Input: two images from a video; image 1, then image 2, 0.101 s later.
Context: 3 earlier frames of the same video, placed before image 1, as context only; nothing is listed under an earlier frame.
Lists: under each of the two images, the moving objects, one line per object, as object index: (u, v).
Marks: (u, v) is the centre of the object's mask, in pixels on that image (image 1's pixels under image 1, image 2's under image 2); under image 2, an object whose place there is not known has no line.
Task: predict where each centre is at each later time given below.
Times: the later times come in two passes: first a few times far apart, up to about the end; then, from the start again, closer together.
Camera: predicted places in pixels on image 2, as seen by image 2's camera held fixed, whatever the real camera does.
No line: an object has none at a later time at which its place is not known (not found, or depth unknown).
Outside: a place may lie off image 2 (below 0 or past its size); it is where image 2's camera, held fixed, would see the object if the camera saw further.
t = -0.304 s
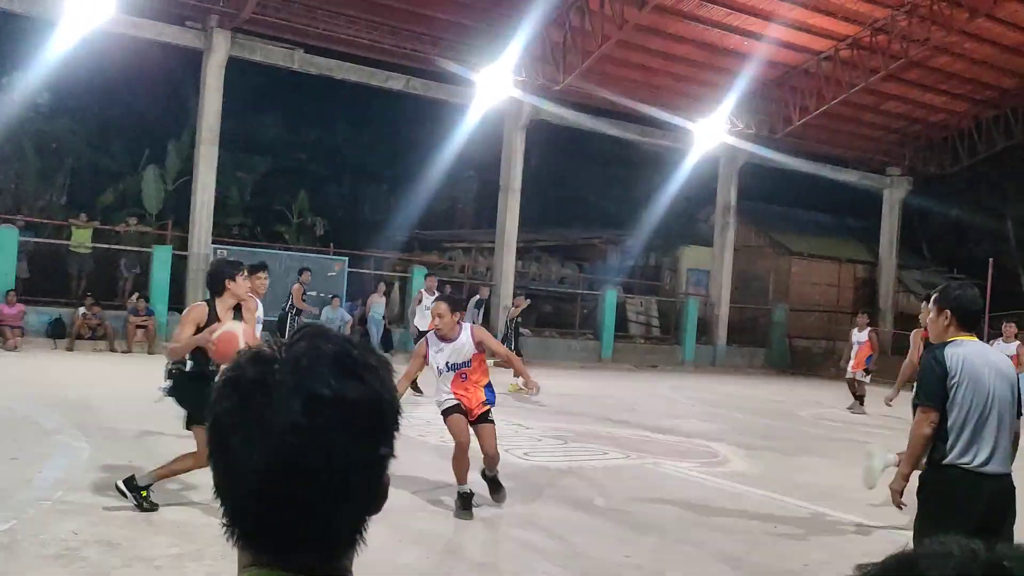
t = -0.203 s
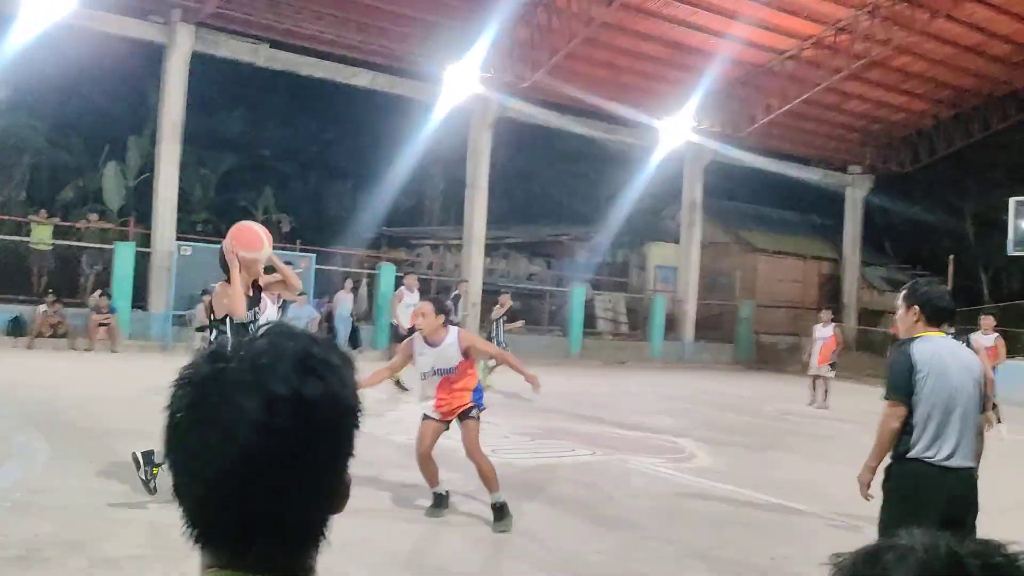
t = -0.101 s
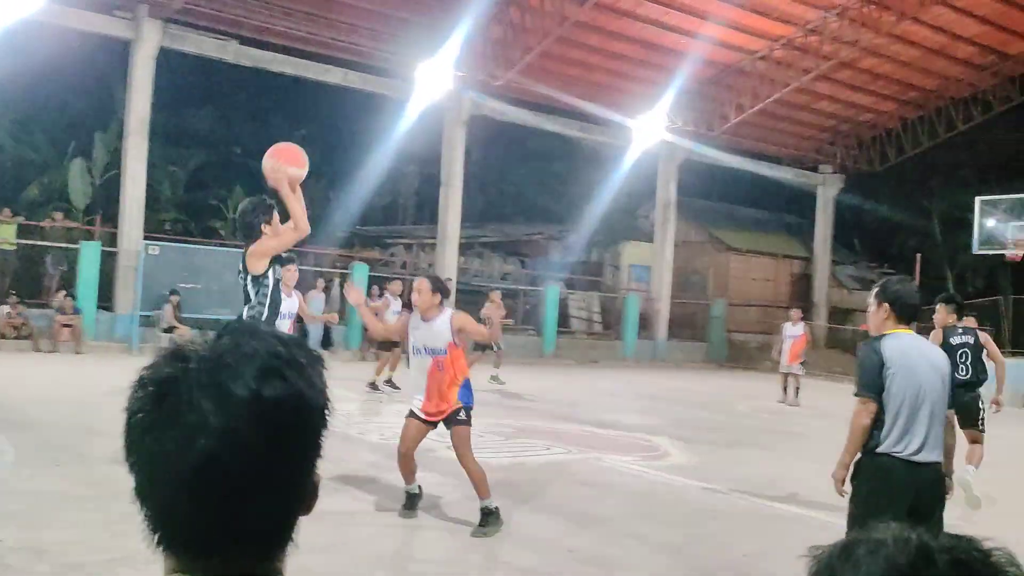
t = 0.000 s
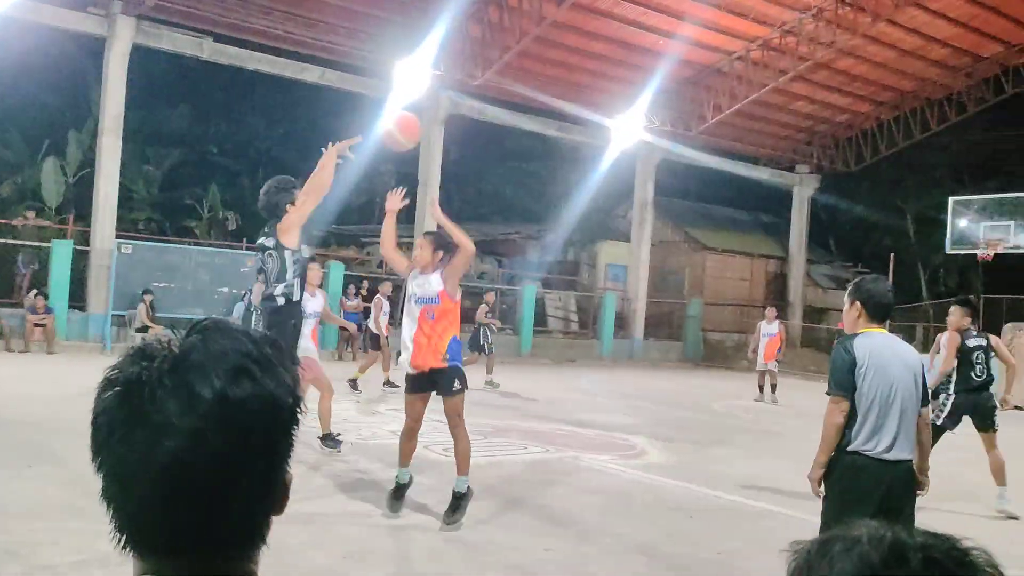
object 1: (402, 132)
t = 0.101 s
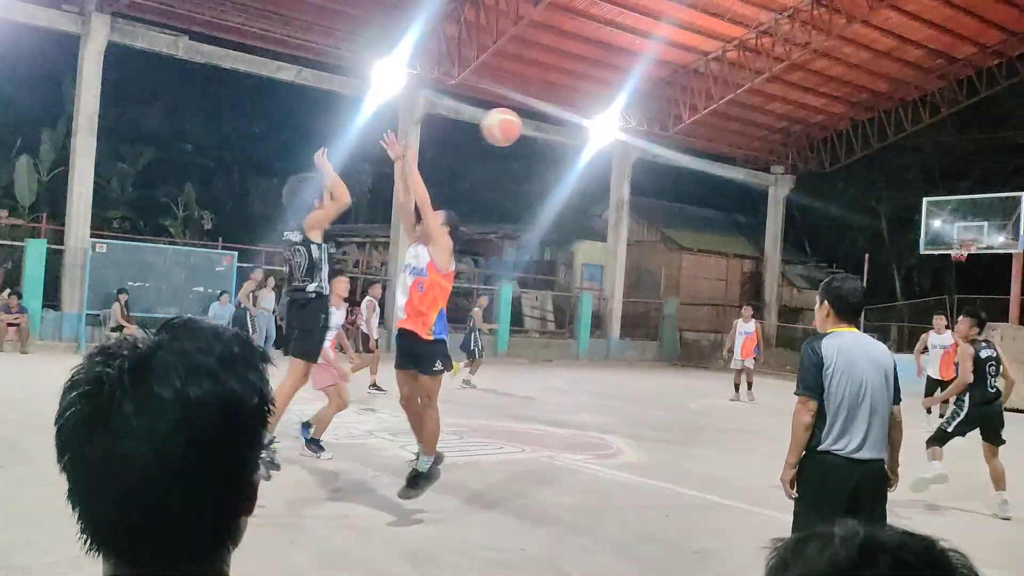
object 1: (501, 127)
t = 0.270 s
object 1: (670, 154)
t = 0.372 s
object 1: (752, 186)
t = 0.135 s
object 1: (538, 130)
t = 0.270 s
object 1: (670, 154)
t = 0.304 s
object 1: (699, 163)
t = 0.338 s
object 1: (726, 174)
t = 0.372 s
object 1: (752, 186)
